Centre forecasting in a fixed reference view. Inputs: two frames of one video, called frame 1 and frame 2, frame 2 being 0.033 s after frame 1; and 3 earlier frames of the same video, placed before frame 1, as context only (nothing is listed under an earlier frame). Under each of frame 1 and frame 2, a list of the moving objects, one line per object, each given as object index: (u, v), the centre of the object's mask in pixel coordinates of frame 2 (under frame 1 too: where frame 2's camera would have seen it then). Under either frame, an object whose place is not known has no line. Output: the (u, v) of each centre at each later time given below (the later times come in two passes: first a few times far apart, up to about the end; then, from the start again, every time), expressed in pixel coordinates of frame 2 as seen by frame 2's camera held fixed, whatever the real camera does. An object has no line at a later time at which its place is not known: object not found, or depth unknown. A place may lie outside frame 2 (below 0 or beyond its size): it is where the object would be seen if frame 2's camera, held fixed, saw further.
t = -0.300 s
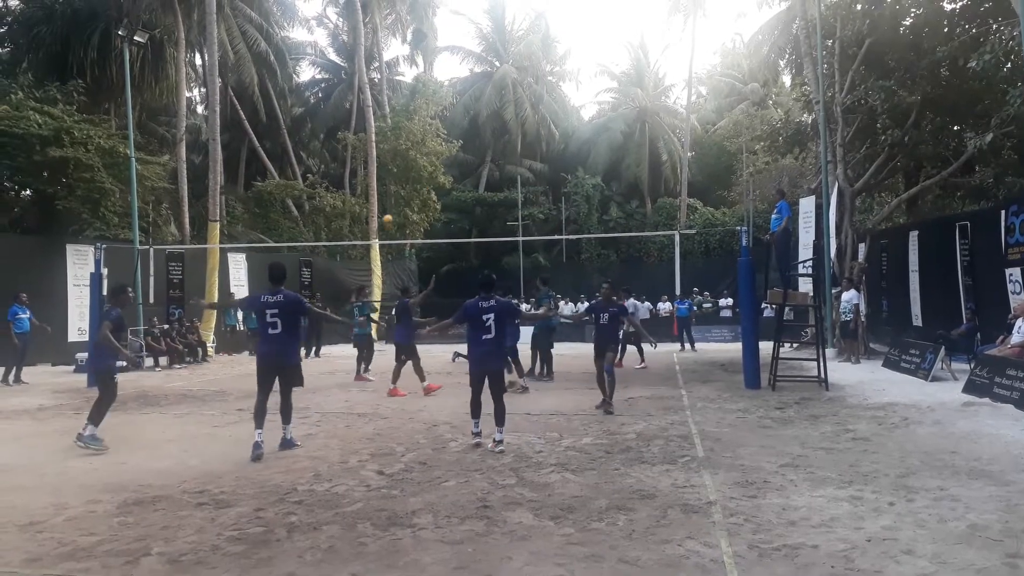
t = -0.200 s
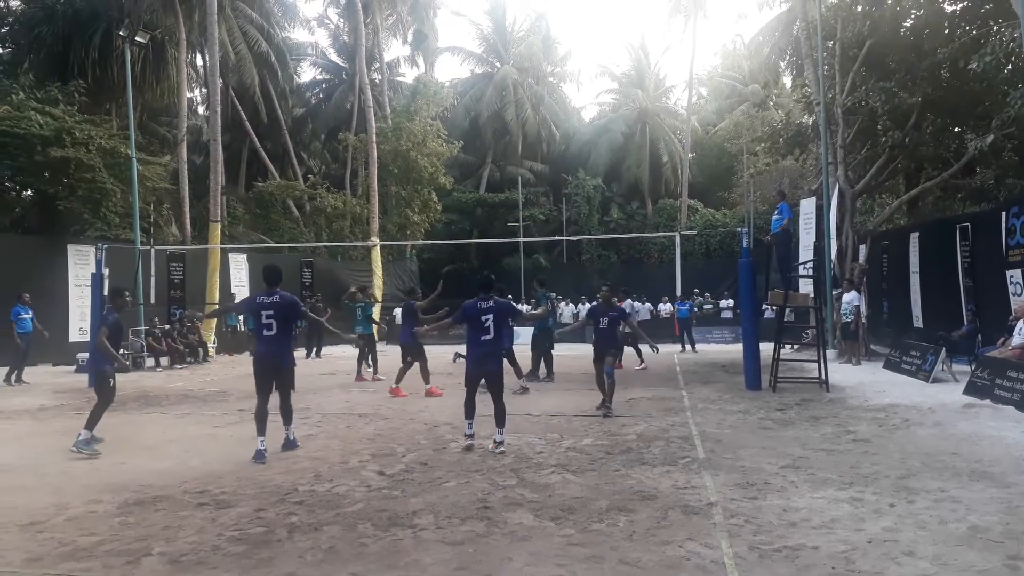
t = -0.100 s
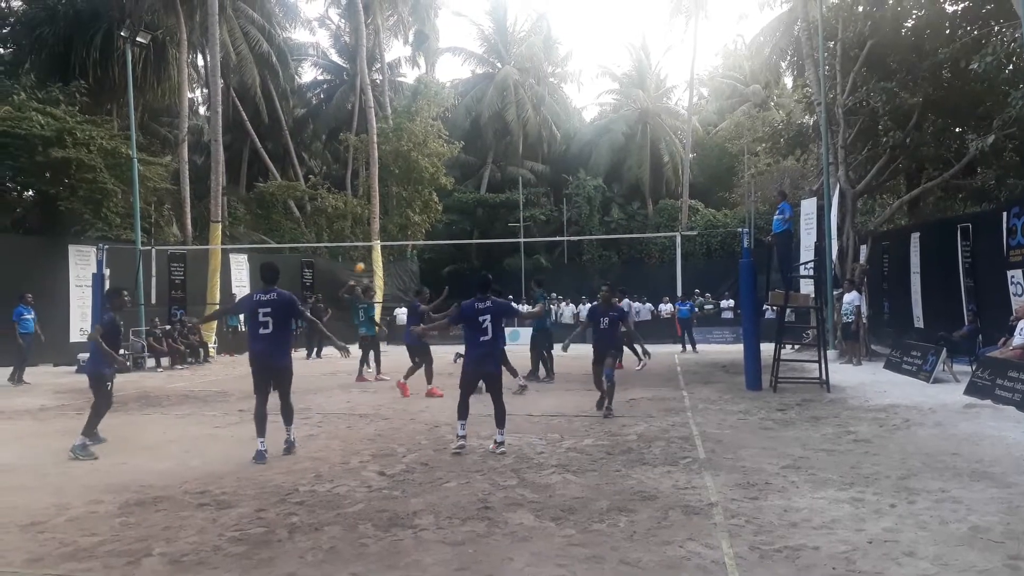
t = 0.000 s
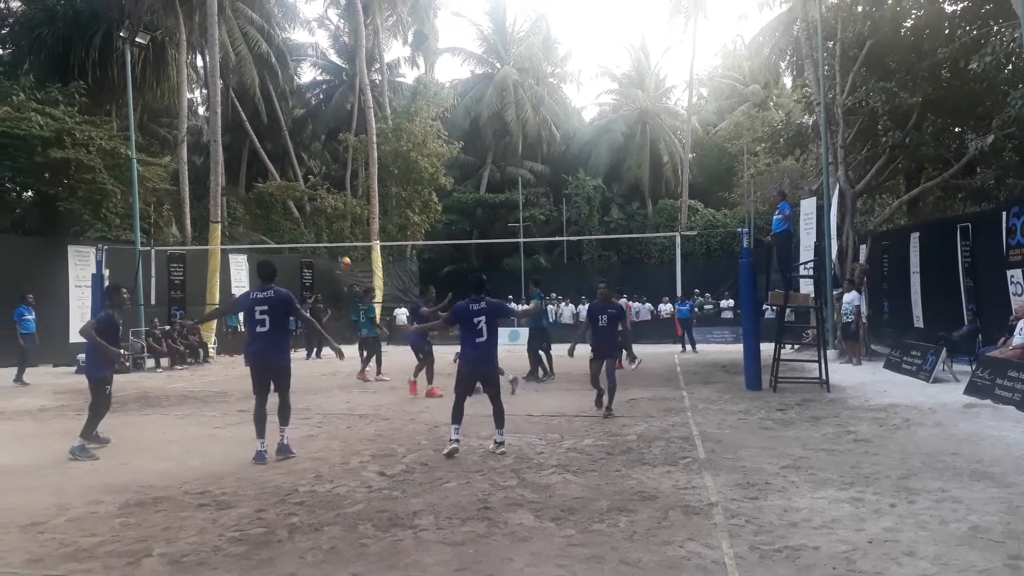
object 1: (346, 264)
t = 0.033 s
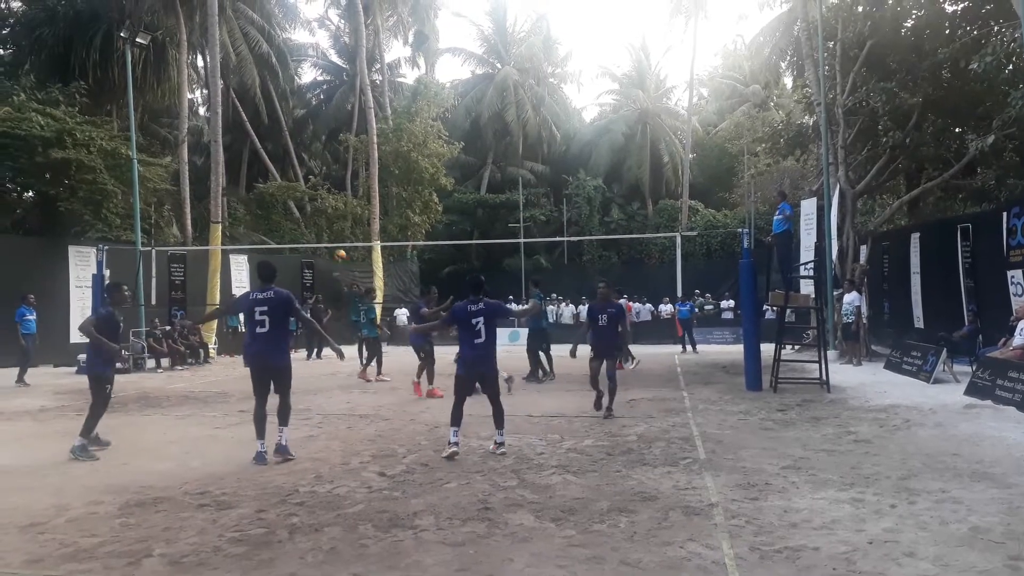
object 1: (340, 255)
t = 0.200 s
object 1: (311, 222)
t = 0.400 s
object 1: (270, 197)
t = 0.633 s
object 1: (211, 197)
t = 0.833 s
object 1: (149, 232)
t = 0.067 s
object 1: (335, 248)
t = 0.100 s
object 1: (329, 239)
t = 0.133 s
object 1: (323, 235)
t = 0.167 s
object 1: (316, 228)
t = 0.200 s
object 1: (311, 222)
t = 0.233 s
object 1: (305, 216)
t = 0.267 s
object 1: (297, 212)
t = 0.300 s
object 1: (291, 208)
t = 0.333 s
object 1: (284, 204)
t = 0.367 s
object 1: (277, 200)
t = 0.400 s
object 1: (270, 197)
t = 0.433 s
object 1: (262, 195)
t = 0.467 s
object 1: (254, 194)
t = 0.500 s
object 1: (246, 193)
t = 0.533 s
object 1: (237, 193)
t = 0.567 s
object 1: (230, 194)
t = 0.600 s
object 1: (222, 193)
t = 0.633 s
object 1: (211, 197)
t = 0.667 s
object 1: (201, 201)
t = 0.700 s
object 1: (193, 205)
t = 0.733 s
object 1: (181, 210)
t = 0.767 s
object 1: (170, 215)
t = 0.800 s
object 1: (161, 224)
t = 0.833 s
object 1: (149, 232)
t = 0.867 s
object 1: (136, 243)
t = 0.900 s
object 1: (125, 253)
